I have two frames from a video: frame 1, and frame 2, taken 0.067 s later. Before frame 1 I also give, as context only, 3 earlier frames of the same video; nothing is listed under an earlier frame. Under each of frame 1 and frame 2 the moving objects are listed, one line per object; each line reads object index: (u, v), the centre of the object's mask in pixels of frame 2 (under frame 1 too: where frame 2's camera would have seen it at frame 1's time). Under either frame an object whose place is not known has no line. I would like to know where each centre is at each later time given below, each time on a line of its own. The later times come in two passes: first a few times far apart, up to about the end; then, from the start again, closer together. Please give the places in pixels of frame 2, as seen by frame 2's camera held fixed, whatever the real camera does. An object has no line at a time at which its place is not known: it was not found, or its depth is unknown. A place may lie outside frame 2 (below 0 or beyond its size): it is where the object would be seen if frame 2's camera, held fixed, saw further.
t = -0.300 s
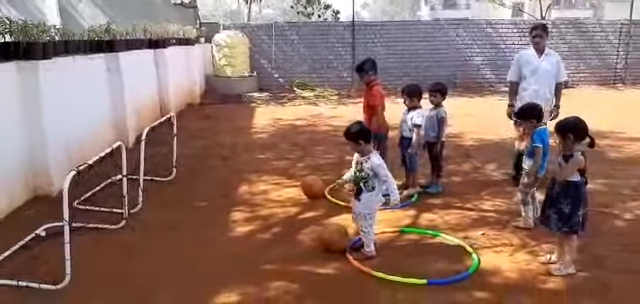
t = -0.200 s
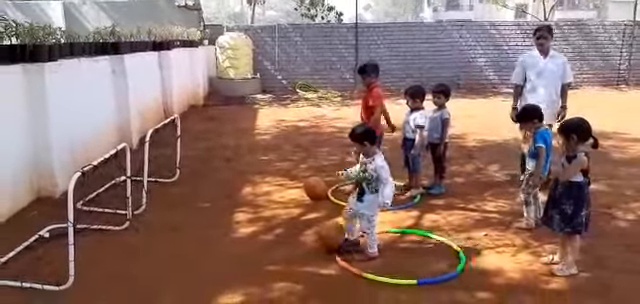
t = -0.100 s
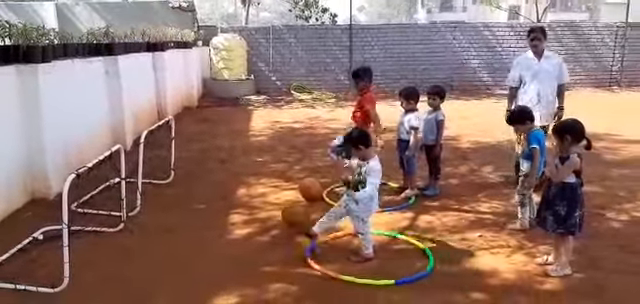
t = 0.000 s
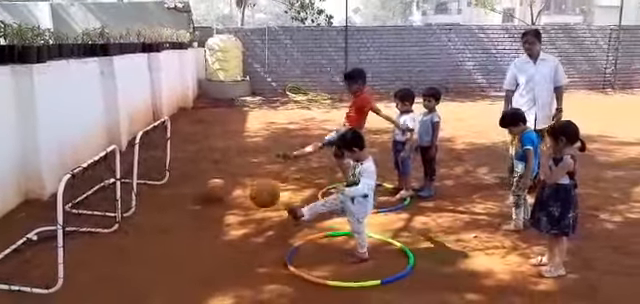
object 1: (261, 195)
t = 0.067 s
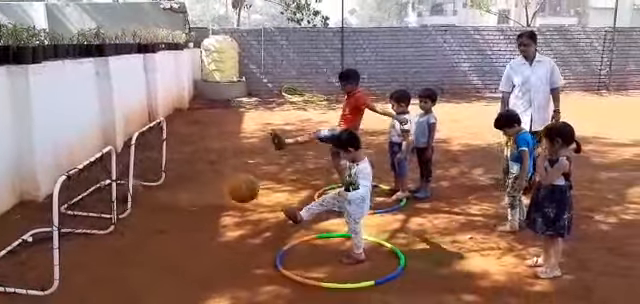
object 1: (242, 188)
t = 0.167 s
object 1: (220, 190)
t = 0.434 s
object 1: (159, 236)
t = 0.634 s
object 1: (140, 205)
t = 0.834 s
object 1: (124, 222)
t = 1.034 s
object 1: (103, 213)
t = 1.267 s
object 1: (98, 231)
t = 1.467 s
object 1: (97, 224)
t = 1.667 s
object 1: (100, 233)
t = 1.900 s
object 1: (106, 232)
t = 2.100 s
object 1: (111, 235)
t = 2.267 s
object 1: (120, 235)
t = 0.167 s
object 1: (220, 190)
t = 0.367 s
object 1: (172, 235)
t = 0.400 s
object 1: (163, 242)
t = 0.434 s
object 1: (159, 236)
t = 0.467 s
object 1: (155, 229)
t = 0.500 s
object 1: (155, 221)
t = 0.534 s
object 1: (152, 215)
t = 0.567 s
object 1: (150, 209)
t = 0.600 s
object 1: (144, 206)
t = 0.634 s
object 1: (140, 205)
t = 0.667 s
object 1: (137, 204)
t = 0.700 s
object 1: (136, 205)
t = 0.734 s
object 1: (130, 207)
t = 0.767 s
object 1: (129, 212)
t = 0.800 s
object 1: (126, 217)
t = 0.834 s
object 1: (124, 222)
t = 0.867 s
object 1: (121, 228)
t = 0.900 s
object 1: (116, 225)
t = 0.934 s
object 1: (113, 218)
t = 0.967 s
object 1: (110, 213)
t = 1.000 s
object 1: (104, 213)
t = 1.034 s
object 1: (103, 213)
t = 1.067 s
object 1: (102, 213)
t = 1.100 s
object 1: (100, 213)
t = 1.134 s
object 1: (99, 215)
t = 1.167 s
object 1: (98, 218)
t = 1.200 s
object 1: (98, 223)
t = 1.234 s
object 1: (98, 231)
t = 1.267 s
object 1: (98, 231)
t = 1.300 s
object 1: (97, 229)
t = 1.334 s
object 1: (97, 224)
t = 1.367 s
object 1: (97, 223)
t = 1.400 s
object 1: (97, 223)
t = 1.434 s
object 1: (97, 223)
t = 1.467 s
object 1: (97, 224)
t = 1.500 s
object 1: (98, 226)
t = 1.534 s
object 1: (97, 232)
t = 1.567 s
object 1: (98, 235)
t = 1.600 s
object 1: (99, 234)
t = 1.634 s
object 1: (100, 234)
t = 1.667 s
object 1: (100, 233)
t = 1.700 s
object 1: (102, 230)
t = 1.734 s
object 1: (102, 230)
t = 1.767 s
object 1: (103, 231)
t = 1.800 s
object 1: (104, 233)
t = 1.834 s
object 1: (105, 235)
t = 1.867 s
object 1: (105, 233)
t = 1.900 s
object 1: (106, 232)
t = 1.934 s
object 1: (107, 230)
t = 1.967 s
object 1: (107, 230)
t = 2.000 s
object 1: (107, 230)
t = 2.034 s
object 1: (110, 234)
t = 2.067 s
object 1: (110, 235)
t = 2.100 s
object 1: (111, 235)
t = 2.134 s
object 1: (113, 233)
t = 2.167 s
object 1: (113, 234)
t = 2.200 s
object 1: (117, 235)
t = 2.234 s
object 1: (121, 236)
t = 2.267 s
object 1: (120, 235)
